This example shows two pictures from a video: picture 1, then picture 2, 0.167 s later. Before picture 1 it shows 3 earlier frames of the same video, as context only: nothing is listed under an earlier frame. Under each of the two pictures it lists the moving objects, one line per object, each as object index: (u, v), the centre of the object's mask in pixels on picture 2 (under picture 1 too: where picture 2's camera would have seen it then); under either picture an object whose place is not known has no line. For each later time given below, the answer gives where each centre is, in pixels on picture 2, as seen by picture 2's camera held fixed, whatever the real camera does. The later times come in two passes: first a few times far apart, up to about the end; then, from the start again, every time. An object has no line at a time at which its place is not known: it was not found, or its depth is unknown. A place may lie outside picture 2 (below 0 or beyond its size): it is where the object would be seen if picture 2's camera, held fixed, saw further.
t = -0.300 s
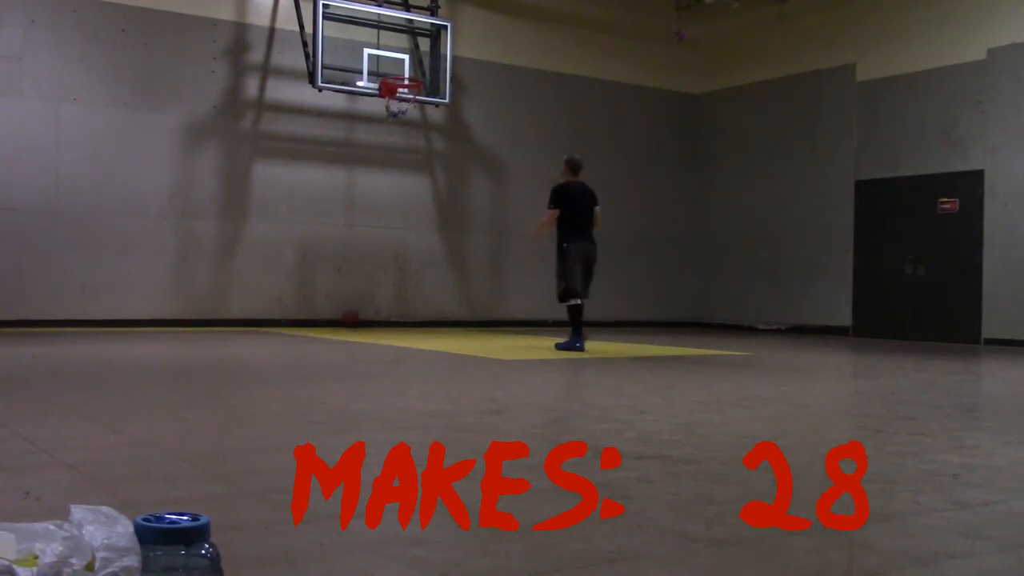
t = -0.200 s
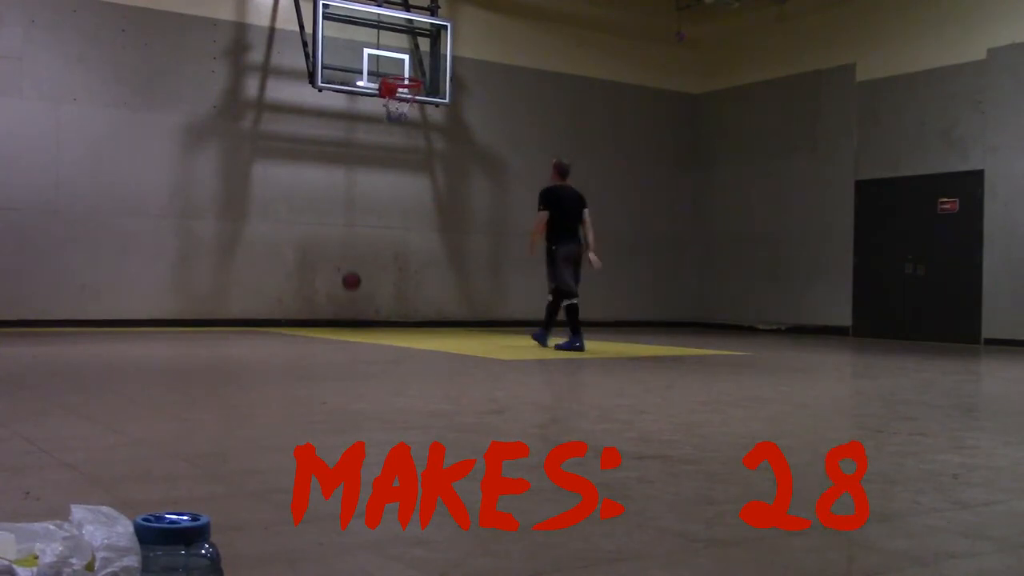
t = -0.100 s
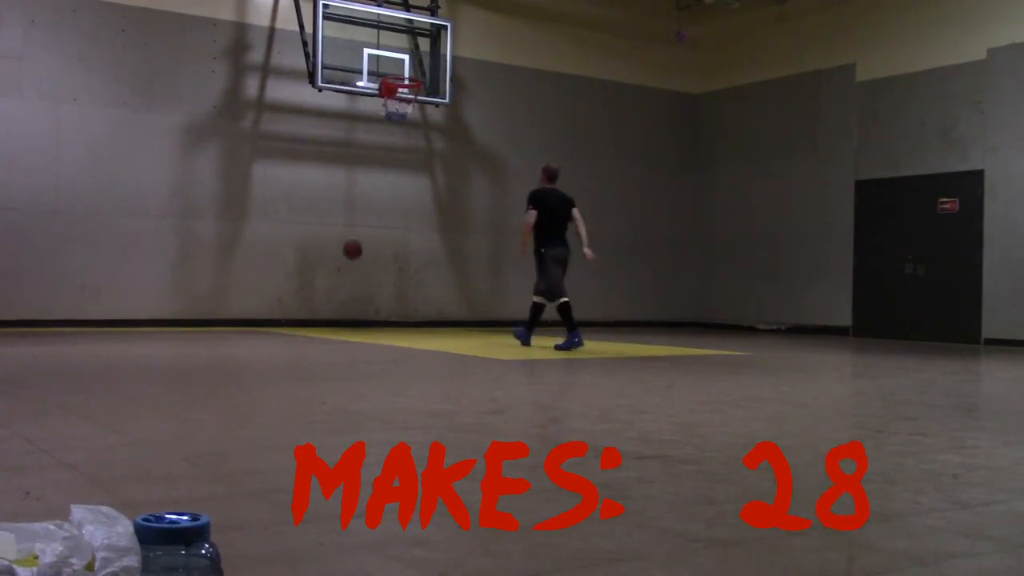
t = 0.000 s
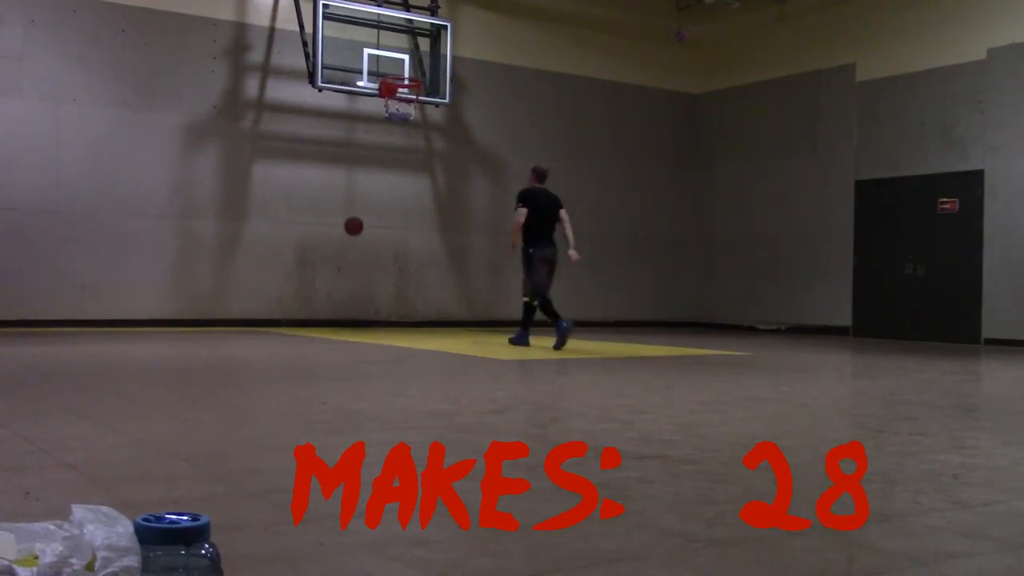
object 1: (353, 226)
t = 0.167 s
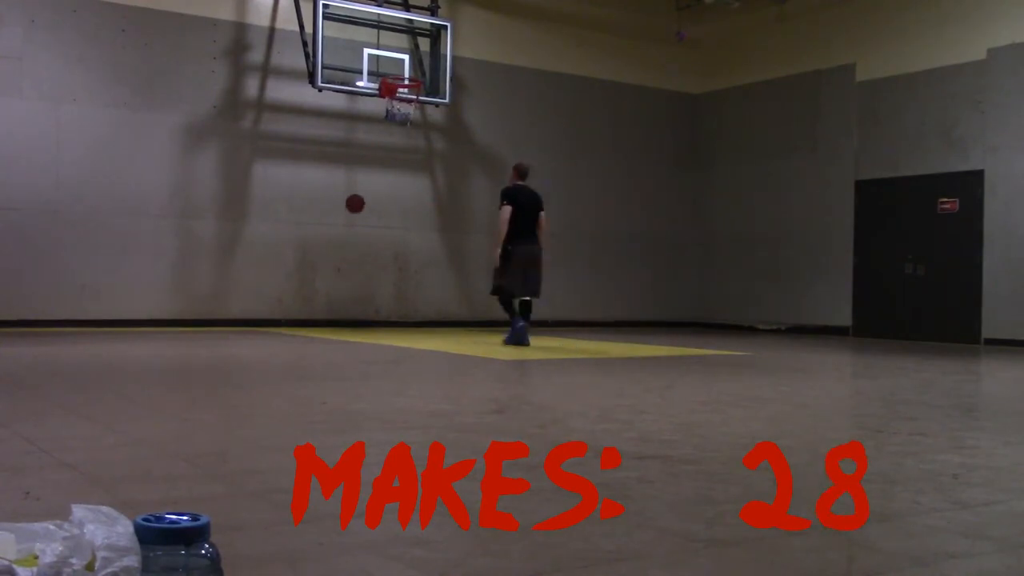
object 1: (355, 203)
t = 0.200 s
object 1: (355, 201)
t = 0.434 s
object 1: (356, 212)
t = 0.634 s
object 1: (356, 256)
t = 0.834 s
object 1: (356, 316)
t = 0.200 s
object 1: (355, 201)
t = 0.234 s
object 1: (355, 200)
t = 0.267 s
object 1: (355, 200)
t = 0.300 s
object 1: (355, 200)
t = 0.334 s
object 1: (356, 202)
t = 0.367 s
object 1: (356, 205)
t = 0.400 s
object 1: (356, 208)
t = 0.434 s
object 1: (356, 212)
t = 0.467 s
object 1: (356, 217)
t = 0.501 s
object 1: (356, 223)
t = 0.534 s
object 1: (356, 230)
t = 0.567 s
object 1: (356, 238)
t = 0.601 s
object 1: (356, 246)
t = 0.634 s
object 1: (356, 256)
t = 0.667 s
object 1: (356, 266)
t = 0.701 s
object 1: (356, 278)
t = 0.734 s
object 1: (356, 291)
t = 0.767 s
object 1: (356, 304)
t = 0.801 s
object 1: (356, 317)
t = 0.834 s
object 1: (356, 316)
